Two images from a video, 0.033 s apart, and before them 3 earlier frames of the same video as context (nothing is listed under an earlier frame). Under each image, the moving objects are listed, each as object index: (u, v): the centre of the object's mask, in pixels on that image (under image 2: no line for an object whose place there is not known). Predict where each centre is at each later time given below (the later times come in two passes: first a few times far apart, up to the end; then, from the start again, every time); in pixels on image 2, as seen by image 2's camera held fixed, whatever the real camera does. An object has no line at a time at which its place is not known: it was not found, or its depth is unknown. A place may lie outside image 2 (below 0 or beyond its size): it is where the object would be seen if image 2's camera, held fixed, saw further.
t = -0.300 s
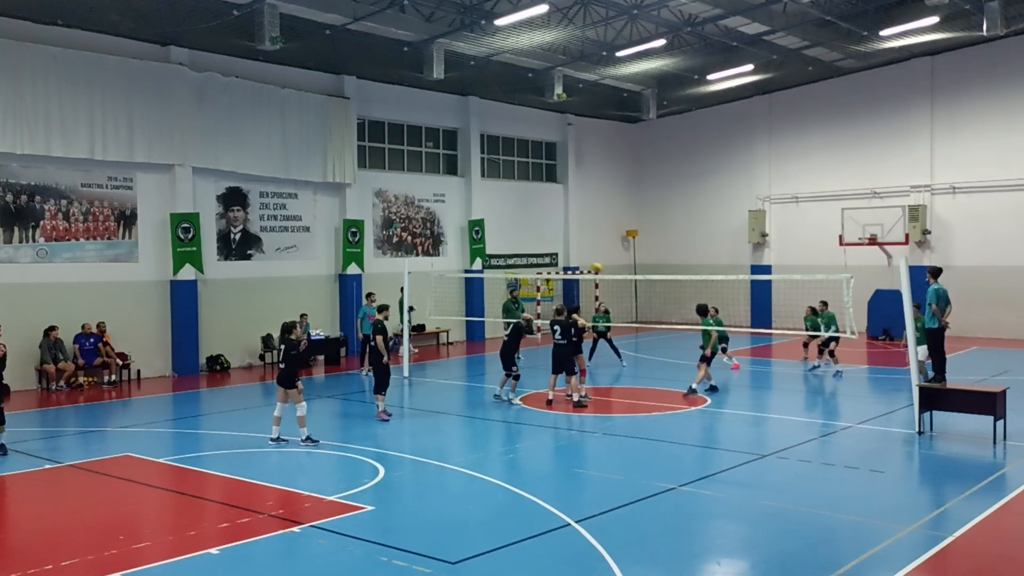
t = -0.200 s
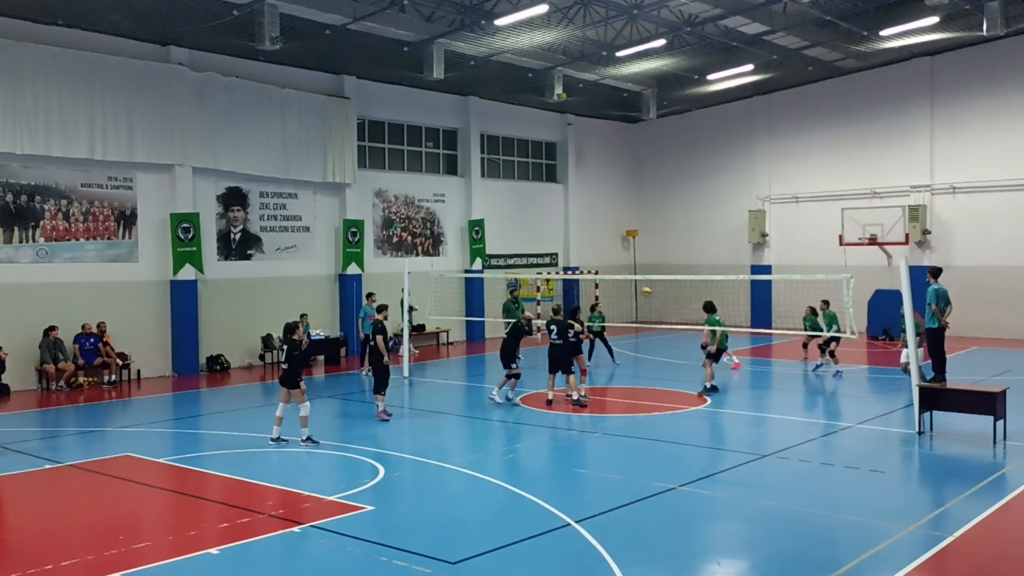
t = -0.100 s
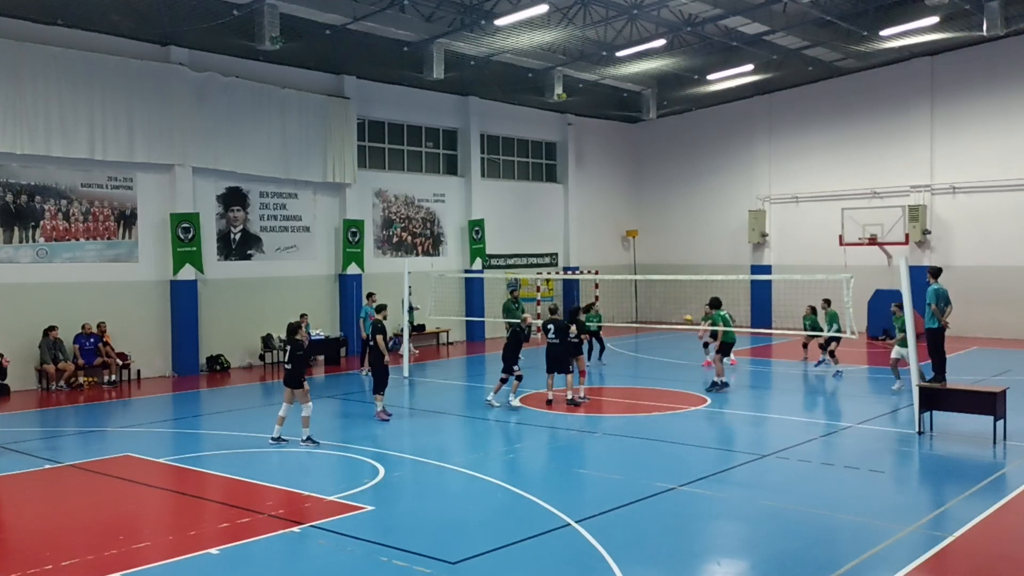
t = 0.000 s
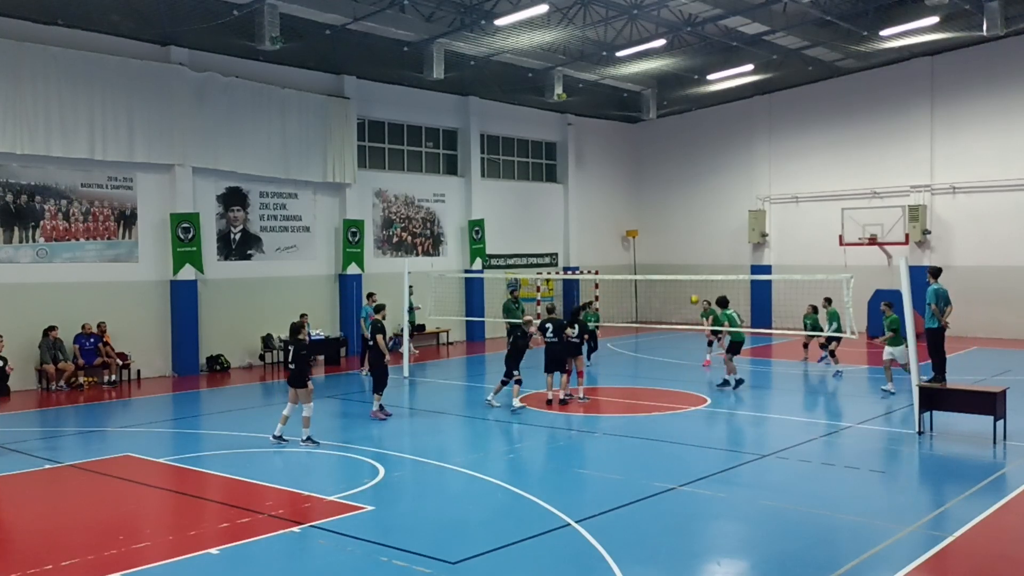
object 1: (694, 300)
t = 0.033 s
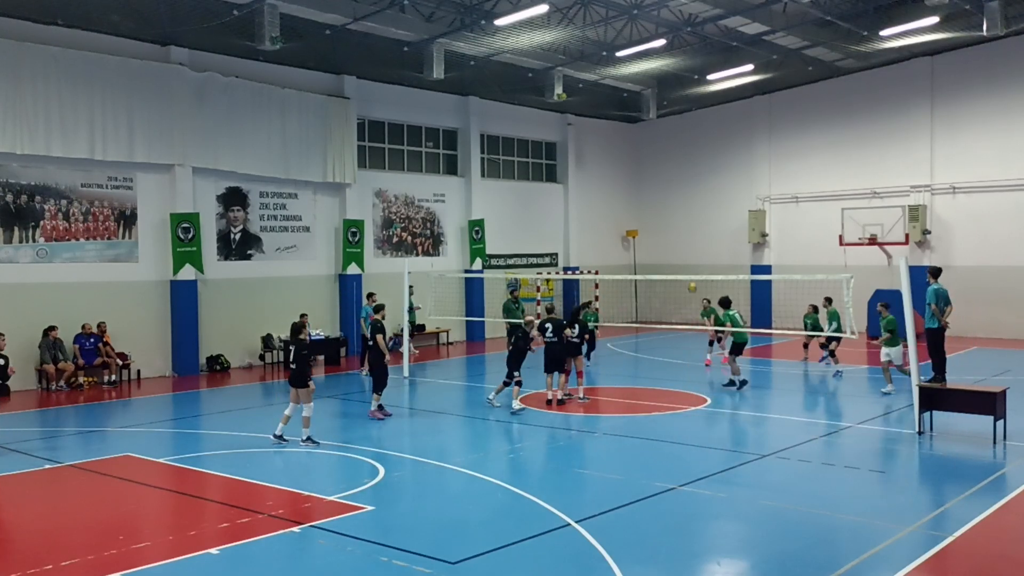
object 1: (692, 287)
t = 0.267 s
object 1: (676, 214)
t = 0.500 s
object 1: (661, 164)
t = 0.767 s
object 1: (646, 133)
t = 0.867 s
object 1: (640, 130)
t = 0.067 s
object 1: (689, 274)
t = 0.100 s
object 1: (687, 265)
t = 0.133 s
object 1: (684, 254)
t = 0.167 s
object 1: (682, 244)
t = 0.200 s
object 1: (680, 233)
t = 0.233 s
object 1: (678, 224)
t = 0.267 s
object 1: (676, 214)
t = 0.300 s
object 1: (674, 206)
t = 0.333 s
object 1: (672, 198)
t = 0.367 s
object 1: (669, 190)
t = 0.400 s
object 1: (668, 182)
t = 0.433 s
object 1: (666, 176)
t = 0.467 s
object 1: (664, 169)
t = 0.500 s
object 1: (661, 164)
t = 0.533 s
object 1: (660, 158)
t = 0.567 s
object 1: (658, 153)
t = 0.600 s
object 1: (656, 149)
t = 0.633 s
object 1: (654, 145)
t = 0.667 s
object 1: (652, 141)
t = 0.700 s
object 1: (650, 138)
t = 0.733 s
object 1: (649, 136)
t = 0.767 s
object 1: (646, 133)
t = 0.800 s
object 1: (644, 132)
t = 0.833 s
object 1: (642, 130)
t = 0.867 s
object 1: (640, 130)
